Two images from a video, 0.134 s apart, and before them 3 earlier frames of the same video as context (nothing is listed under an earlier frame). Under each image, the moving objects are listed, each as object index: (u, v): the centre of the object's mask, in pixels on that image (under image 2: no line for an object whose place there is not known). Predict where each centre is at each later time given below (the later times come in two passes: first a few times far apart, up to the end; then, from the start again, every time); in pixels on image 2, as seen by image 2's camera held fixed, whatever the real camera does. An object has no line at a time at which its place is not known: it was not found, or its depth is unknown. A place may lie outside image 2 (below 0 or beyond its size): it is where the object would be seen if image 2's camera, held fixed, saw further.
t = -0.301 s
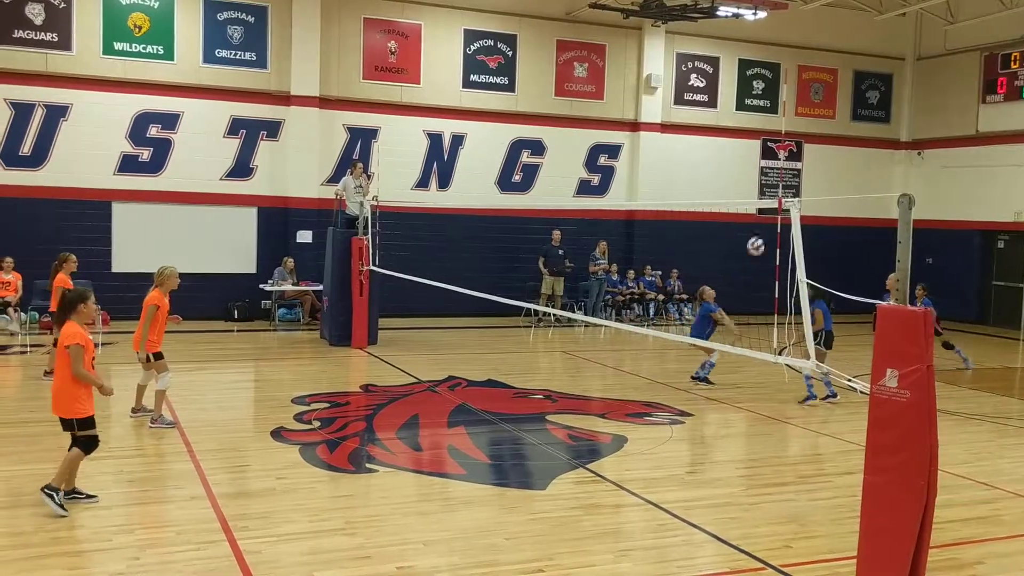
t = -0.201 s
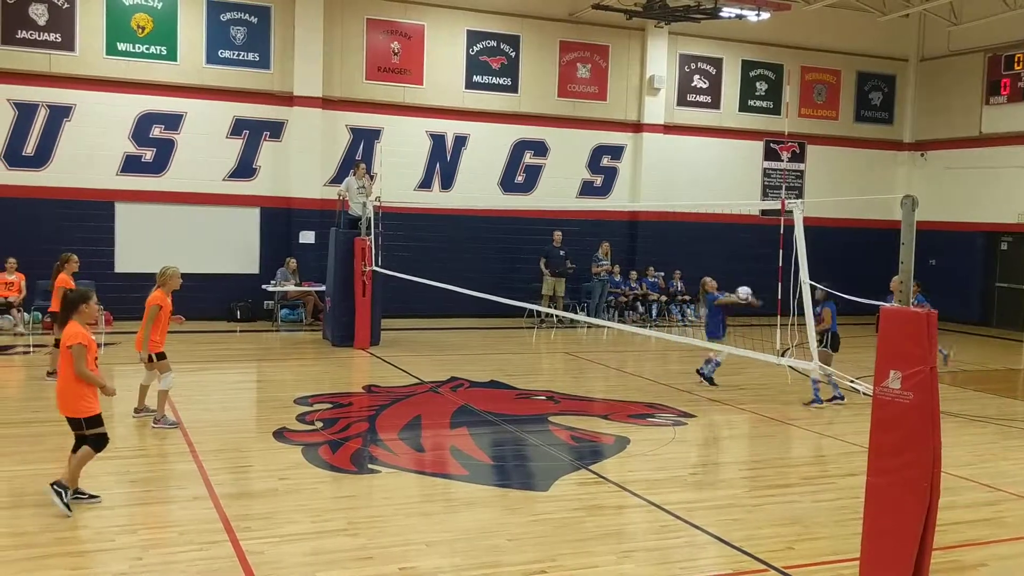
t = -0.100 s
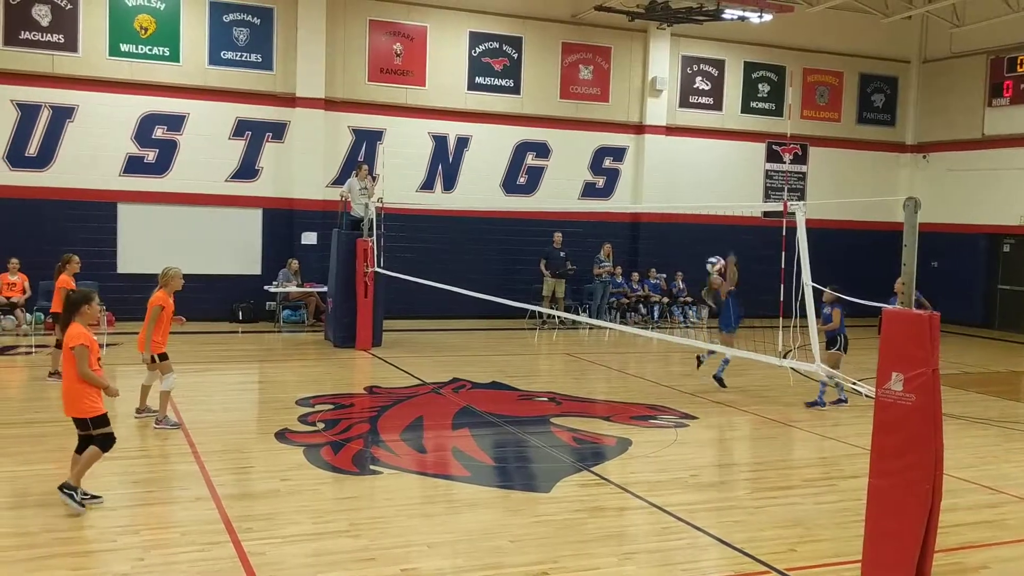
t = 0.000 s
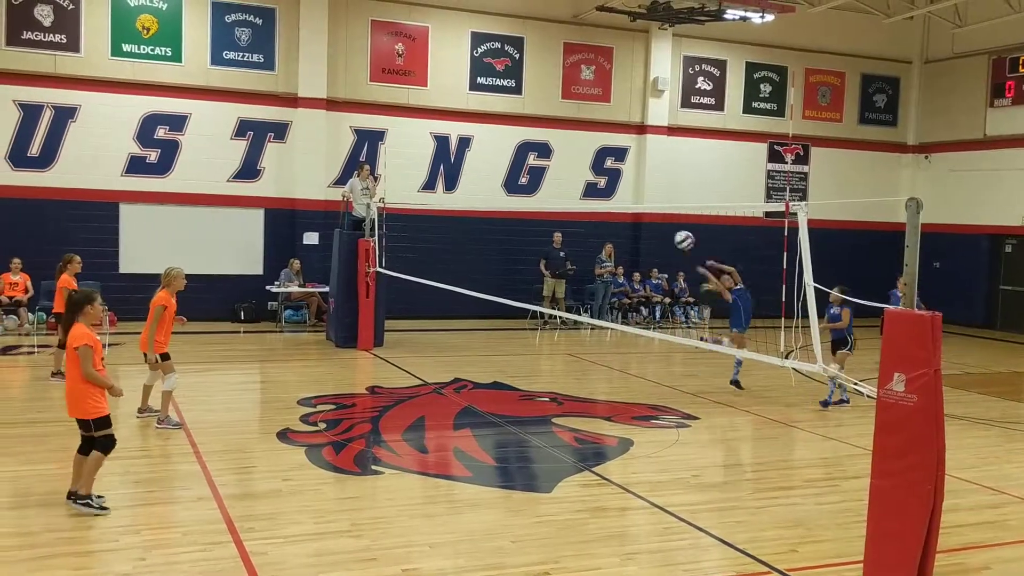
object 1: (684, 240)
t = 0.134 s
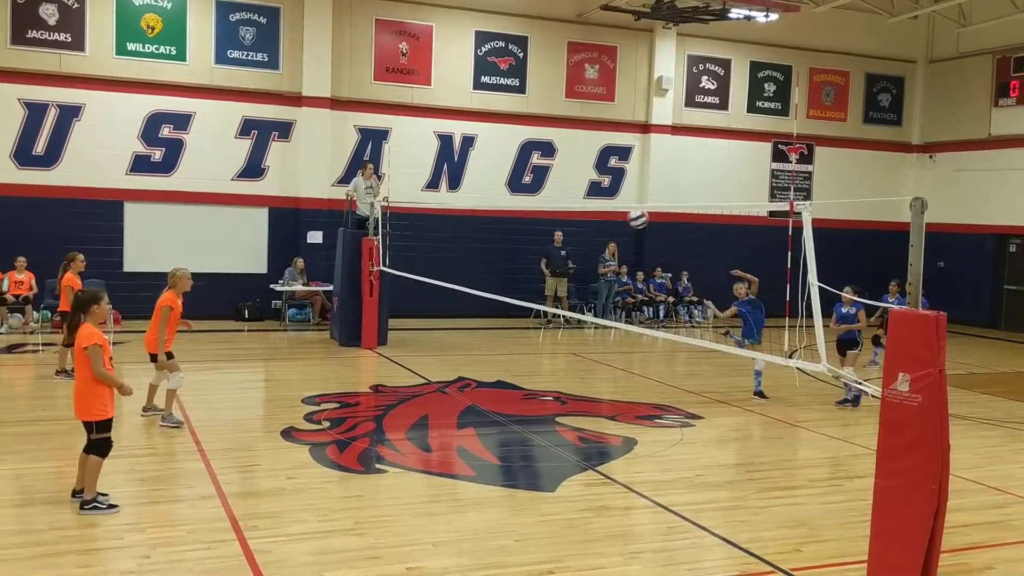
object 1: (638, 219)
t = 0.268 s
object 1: (582, 217)
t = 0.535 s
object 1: (558, 251)
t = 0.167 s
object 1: (625, 218)
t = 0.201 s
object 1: (610, 217)
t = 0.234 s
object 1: (596, 216)
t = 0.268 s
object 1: (582, 217)
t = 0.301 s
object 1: (566, 218)
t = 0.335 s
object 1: (552, 220)
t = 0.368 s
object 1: (545, 221)
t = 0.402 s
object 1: (544, 224)
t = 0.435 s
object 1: (546, 230)
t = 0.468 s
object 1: (549, 236)
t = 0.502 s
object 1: (553, 243)
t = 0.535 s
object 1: (558, 251)
